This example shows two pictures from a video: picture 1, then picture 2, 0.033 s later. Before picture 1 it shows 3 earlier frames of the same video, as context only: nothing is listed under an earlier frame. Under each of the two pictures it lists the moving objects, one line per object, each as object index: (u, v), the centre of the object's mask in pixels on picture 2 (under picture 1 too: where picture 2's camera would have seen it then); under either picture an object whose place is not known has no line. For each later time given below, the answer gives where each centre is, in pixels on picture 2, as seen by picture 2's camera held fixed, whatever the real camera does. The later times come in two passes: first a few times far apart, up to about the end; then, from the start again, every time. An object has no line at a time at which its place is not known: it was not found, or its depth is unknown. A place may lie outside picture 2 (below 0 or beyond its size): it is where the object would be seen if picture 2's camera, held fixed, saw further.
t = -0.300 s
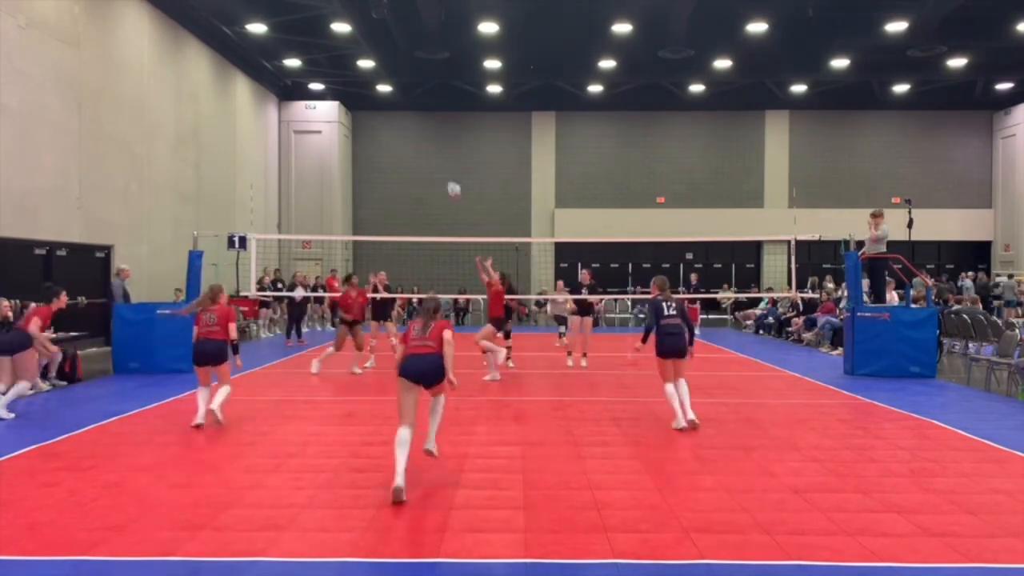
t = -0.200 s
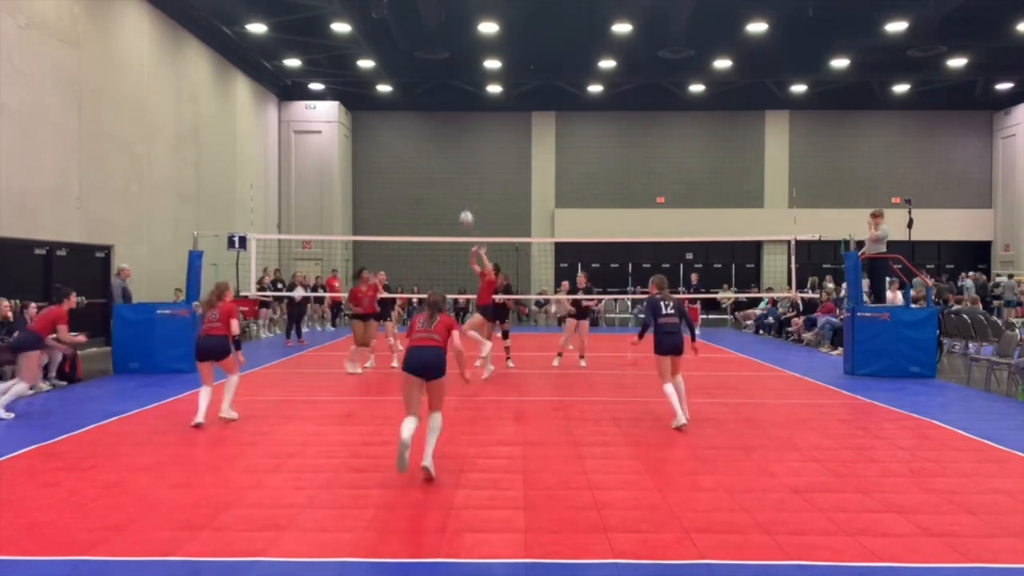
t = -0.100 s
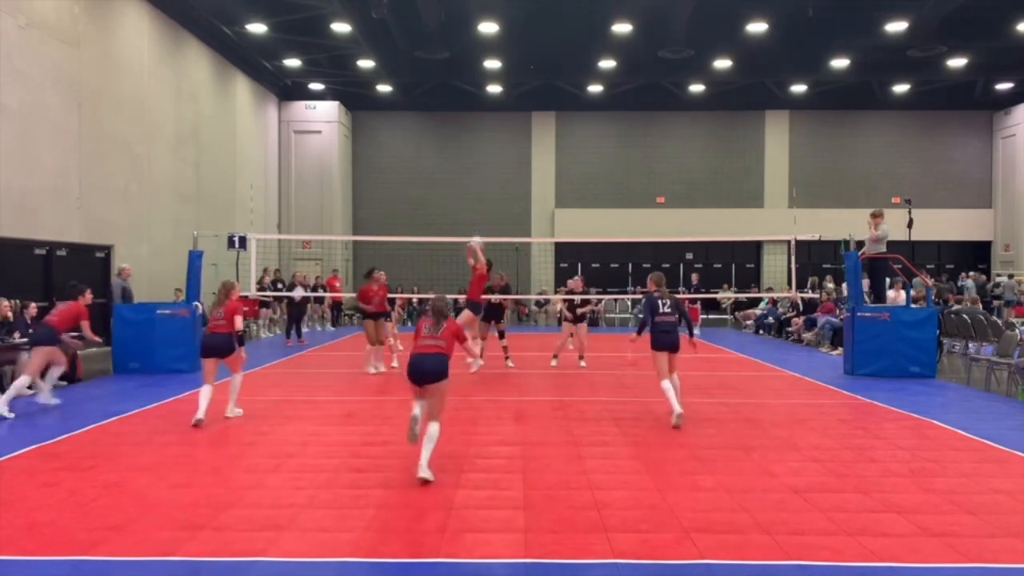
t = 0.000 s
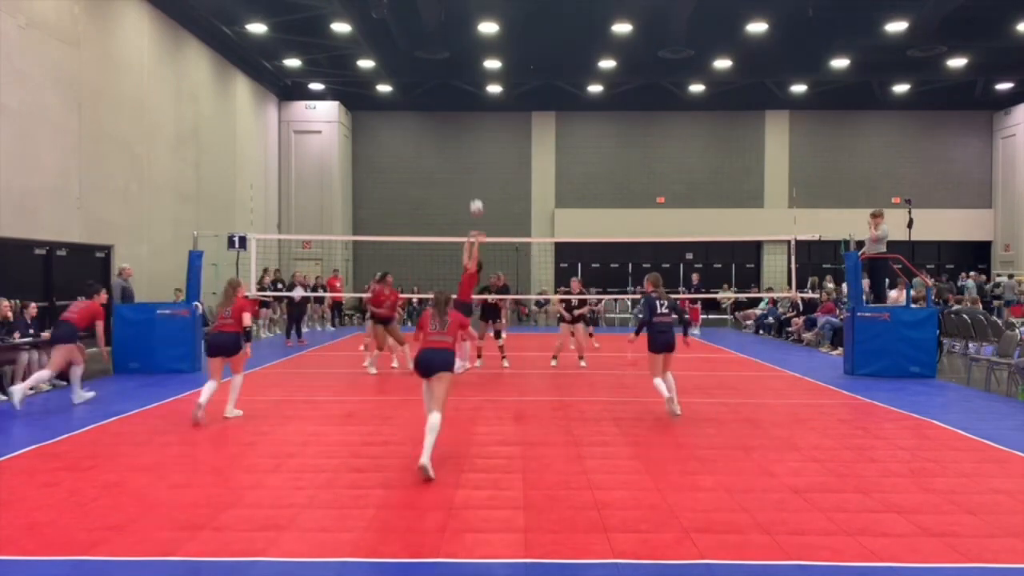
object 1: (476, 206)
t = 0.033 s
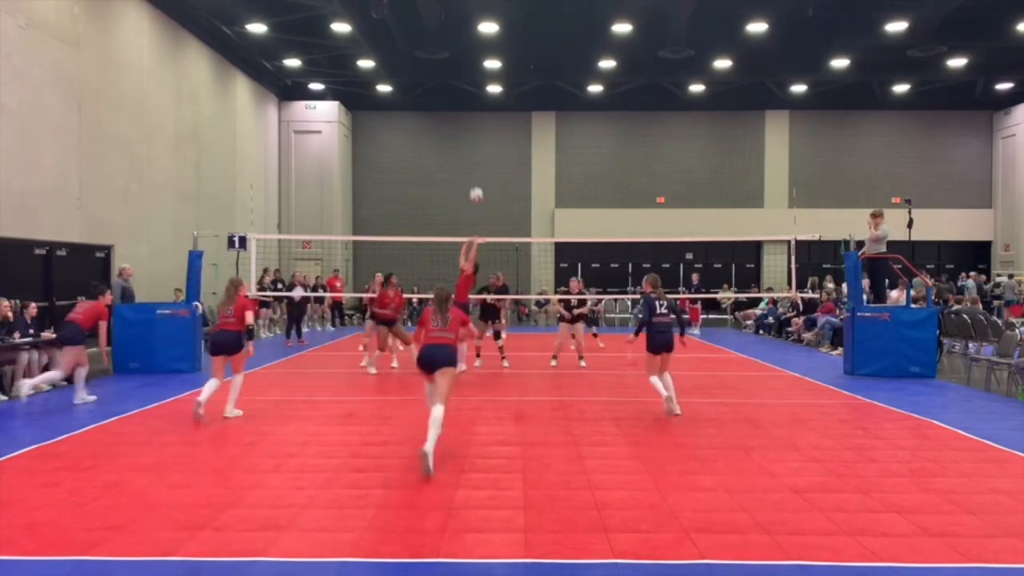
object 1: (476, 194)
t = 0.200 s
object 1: (475, 144)
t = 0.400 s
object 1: (473, 108)
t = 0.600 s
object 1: (471, 100)
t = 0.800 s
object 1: (468, 120)
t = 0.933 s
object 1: (466, 150)
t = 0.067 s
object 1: (476, 183)
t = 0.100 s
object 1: (476, 172)
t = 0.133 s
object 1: (475, 162)
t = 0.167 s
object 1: (475, 152)
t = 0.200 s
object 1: (475, 144)
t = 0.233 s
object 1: (475, 136)
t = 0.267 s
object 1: (474, 129)
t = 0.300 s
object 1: (474, 122)
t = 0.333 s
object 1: (473, 117)
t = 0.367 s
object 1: (473, 112)
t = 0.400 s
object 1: (473, 108)
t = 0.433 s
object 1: (472, 105)
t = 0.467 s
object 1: (472, 103)
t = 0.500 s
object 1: (472, 101)
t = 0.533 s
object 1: (471, 100)
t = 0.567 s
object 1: (471, 100)
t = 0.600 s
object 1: (471, 100)
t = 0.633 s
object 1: (470, 102)
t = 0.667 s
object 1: (470, 104)
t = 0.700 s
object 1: (469, 106)
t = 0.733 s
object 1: (469, 110)
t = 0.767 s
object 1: (468, 115)
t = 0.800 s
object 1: (468, 120)
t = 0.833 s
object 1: (468, 126)
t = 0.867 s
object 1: (467, 134)
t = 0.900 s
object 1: (467, 141)
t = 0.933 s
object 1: (466, 150)
